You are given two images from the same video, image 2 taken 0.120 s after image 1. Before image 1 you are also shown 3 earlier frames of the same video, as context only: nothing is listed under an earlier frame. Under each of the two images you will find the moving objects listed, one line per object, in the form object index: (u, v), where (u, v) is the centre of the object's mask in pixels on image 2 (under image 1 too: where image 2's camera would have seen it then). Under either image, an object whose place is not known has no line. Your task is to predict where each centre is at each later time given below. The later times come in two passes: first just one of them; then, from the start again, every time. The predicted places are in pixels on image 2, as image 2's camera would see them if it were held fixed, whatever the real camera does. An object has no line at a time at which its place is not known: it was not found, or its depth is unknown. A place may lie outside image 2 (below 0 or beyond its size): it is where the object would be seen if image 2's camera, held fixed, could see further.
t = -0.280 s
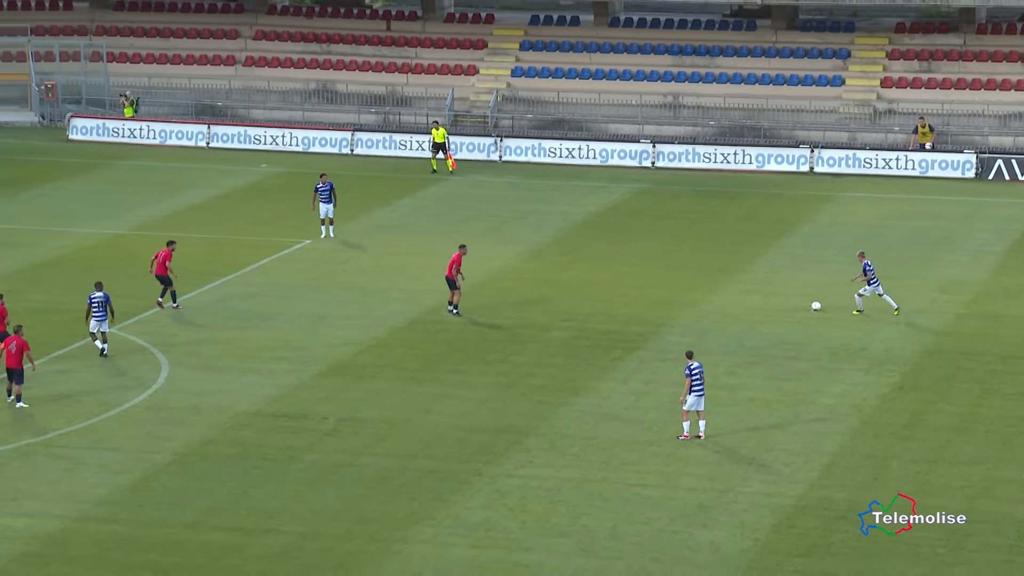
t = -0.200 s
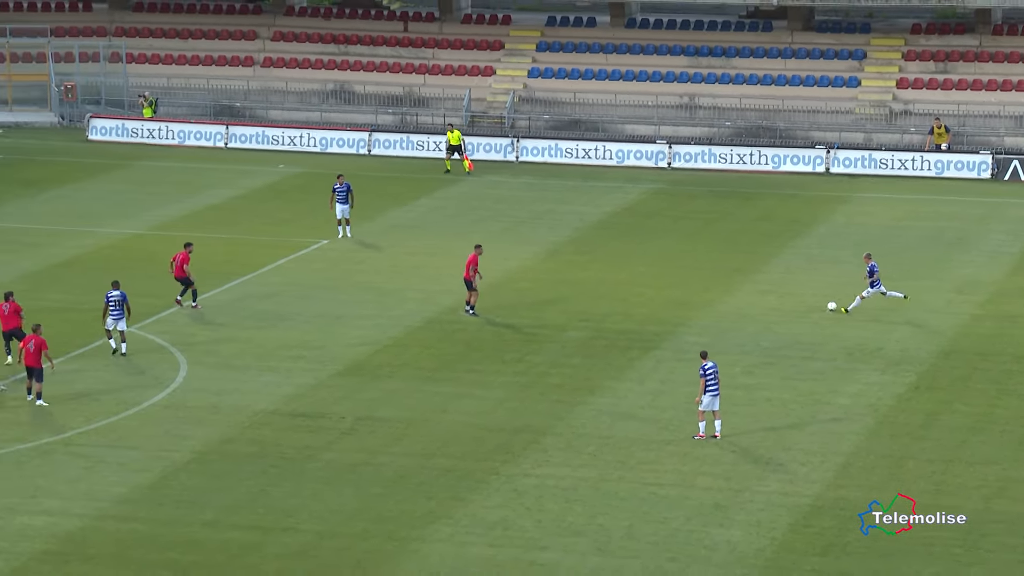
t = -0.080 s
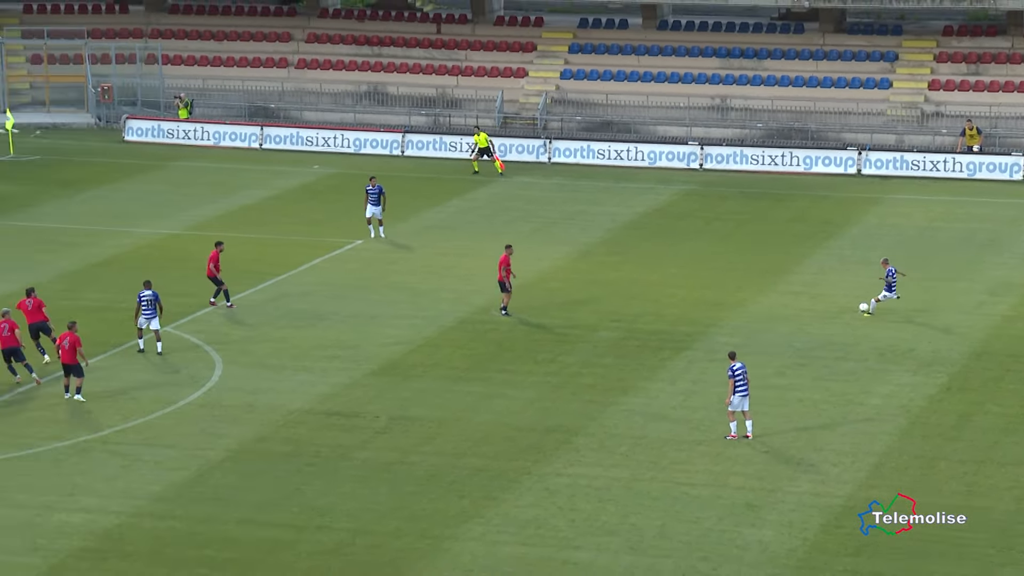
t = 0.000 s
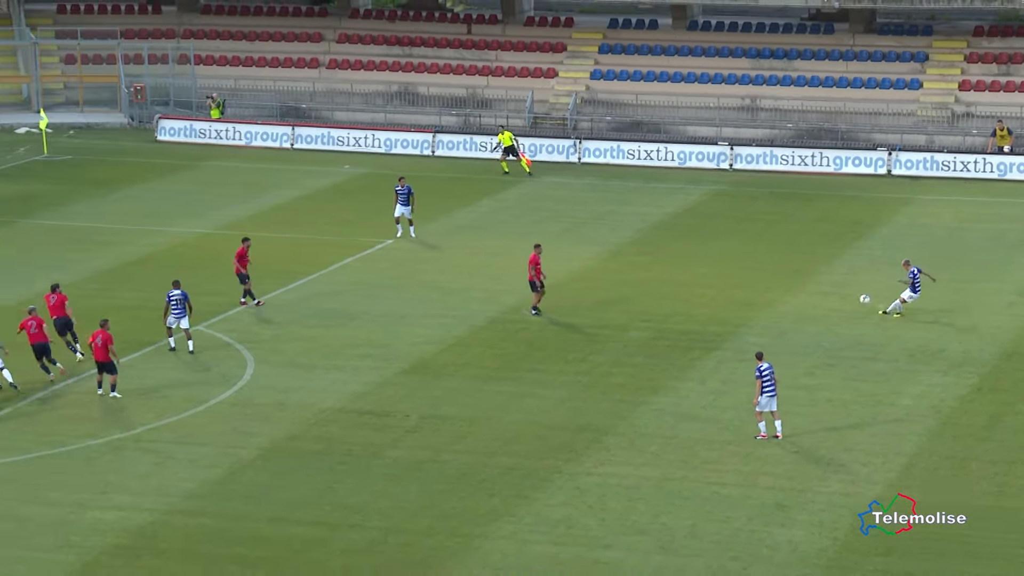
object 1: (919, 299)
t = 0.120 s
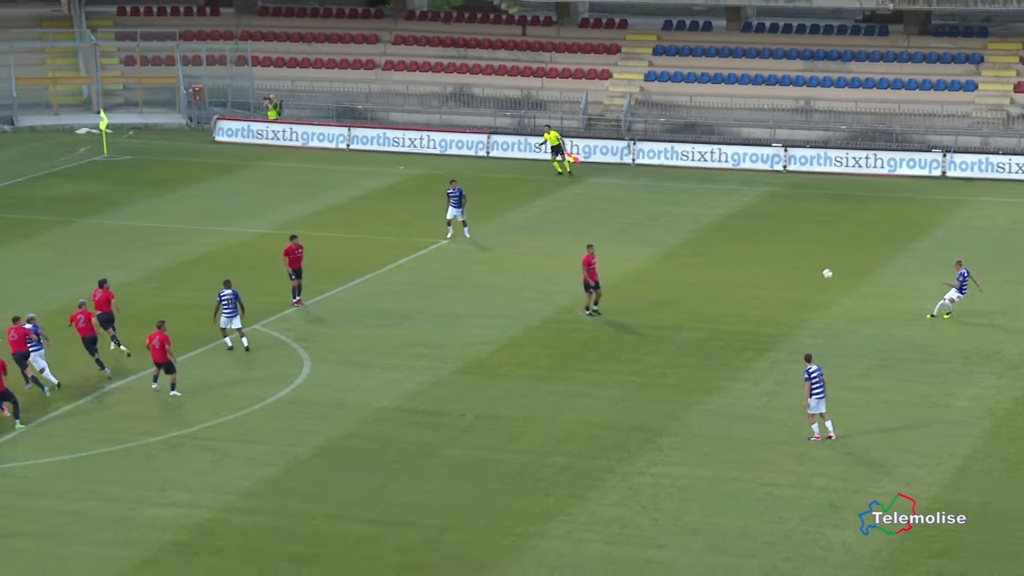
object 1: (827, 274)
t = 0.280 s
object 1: (710, 242)
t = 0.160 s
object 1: (798, 265)
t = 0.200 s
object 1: (768, 257)
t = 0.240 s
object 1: (739, 249)
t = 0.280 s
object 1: (710, 242)
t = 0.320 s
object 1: (682, 235)
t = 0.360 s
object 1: (653, 230)
